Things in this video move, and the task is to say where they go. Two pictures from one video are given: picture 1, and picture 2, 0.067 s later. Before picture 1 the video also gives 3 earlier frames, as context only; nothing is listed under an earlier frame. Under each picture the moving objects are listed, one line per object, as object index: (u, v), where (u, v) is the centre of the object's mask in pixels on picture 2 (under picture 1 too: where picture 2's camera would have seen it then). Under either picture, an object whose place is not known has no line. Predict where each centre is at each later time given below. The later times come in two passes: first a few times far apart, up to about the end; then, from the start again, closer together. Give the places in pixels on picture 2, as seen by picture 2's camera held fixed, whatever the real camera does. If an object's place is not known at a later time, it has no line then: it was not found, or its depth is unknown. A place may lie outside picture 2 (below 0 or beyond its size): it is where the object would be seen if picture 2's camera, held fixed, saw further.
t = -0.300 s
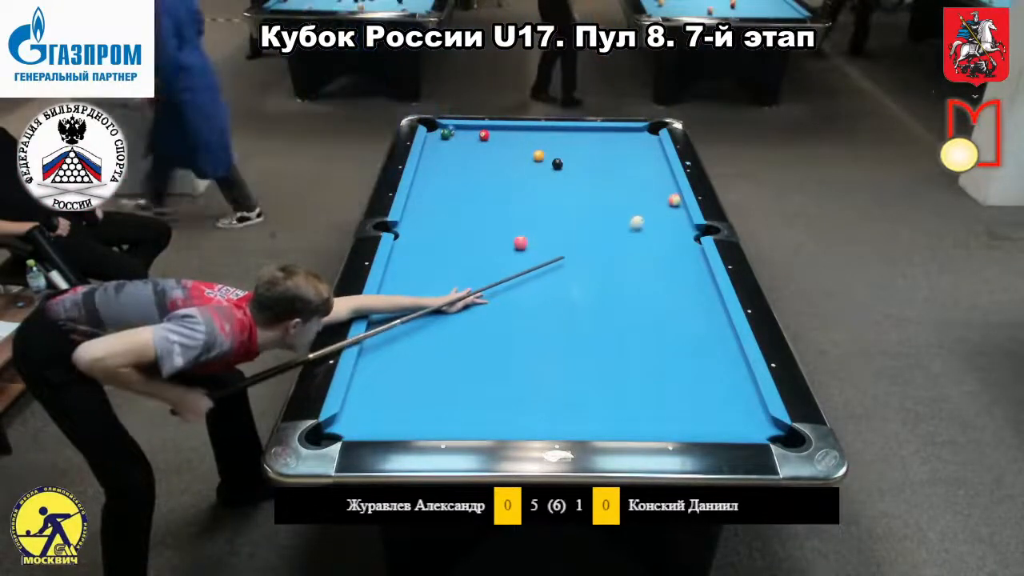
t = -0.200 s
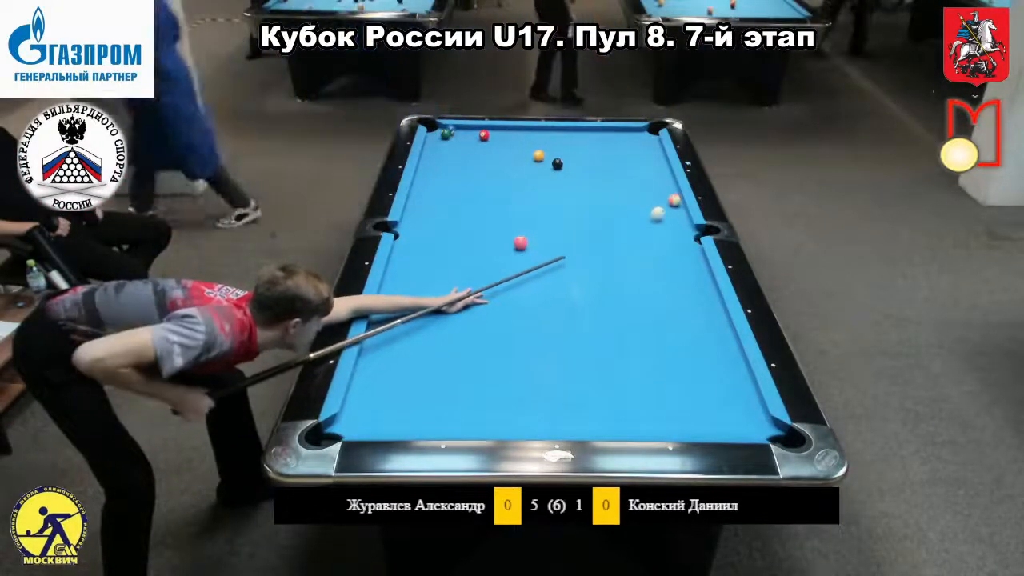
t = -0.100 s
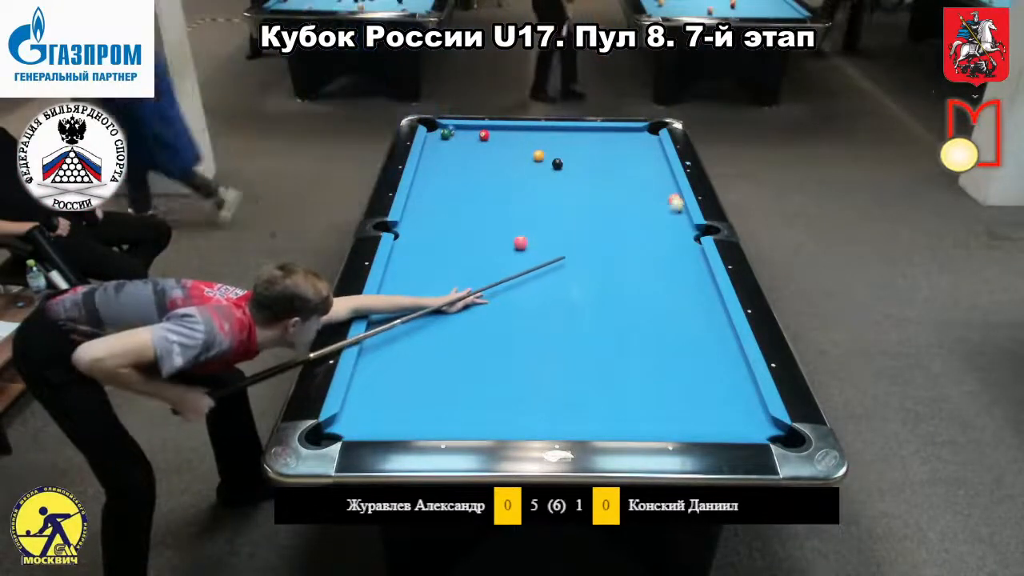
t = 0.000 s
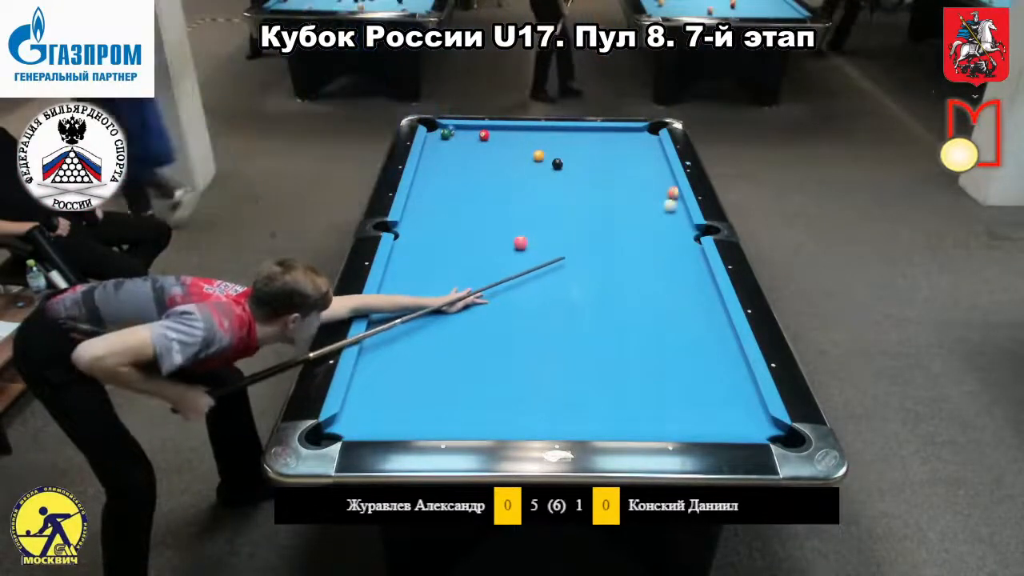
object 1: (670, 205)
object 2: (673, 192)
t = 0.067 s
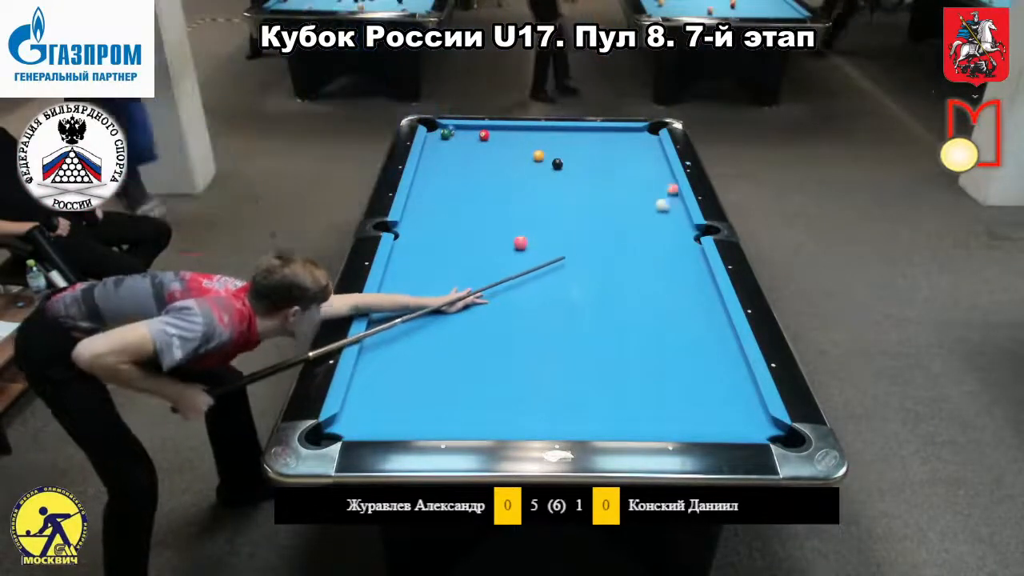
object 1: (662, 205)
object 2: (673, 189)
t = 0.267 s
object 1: (642, 204)
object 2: (669, 180)
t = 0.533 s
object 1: (615, 203)
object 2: (662, 168)
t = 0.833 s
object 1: (586, 201)
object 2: (655, 156)
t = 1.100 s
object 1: (563, 199)
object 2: (652, 147)
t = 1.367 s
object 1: (542, 197)
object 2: (647, 139)
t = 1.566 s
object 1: (521, 196)
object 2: (643, 130)
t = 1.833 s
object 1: (502, 194)
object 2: (647, 133)
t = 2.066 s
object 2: (649, 135)
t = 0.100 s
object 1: (658, 205)
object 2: (672, 187)
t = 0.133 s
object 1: (655, 205)
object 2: (672, 185)
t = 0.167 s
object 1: (652, 205)
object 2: (672, 183)
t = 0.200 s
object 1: (648, 205)
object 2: (672, 182)
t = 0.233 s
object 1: (645, 204)
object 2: (671, 181)
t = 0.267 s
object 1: (642, 204)
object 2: (669, 180)
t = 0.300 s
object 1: (637, 204)
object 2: (669, 177)
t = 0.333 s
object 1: (633, 204)
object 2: (667, 175)
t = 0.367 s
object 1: (631, 204)
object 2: (667, 175)
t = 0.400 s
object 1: (628, 204)
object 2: (666, 173)
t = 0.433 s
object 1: (623, 203)
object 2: (665, 172)
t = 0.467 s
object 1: (621, 203)
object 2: (665, 171)
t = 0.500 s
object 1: (618, 203)
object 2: (663, 168)
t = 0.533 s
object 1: (615, 203)
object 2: (662, 168)
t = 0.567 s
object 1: (611, 202)
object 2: (661, 167)
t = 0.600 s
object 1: (608, 203)
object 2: (660, 165)
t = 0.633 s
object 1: (605, 202)
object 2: (661, 164)
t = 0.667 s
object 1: (601, 202)
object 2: (659, 162)
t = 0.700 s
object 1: (599, 202)
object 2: (659, 161)
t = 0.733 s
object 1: (596, 201)
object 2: (658, 160)
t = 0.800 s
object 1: (589, 201)
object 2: (656, 158)
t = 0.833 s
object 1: (586, 201)
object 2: (655, 156)
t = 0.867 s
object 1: (583, 200)
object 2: (654, 154)
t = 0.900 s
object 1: (580, 200)
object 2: (654, 153)
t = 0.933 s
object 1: (577, 200)
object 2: (654, 153)
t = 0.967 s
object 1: (574, 200)
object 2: (653, 151)
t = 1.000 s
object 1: (571, 200)
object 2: (653, 150)
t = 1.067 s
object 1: (565, 199)
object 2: (652, 148)
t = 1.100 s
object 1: (563, 199)
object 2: (652, 147)
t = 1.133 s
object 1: (560, 198)
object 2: (651, 146)
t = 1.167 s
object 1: (557, 198)
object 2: (651, 146)
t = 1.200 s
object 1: (554, 199)
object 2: (648, 144)
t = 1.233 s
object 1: (552, 198)
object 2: (648, 143)
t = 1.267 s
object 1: (550, 198)
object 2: (648, 141)
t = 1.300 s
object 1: (547, 198)
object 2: (648, 140)
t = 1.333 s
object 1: (544, 197)
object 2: (648, 139)
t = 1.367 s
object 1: (542, 197)
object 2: (647, 139)
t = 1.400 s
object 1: (539, 197)
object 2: (647, 138)
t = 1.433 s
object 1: (537, 197)
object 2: (646, 136)
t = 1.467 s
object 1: (534, 197)
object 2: (645, 135)
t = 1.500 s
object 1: (529, 196)
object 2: (645, 133)
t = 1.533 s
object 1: (526, 196)
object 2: (644, 132)
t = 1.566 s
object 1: (521, 196)
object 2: (643, 130)
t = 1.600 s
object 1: (519, 196)
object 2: (642, 130)
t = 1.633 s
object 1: (517, 196)
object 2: (642, 130)
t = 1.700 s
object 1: (512, 195)
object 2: (644, 131)
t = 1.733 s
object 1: (509, 195)
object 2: (644, 131)
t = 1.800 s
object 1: (505, 194)
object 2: (646, 132)
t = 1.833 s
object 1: (502, 194)
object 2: (647, 133)
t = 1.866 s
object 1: (500, 194)
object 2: (647, 133)
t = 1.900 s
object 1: (498, 194)
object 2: (647, 134)
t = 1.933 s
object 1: (497, 194)
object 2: (648, 134)
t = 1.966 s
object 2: (648, 134)
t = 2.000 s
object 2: (649, 135)
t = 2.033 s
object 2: (649, 135)
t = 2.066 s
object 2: (649, 135)
